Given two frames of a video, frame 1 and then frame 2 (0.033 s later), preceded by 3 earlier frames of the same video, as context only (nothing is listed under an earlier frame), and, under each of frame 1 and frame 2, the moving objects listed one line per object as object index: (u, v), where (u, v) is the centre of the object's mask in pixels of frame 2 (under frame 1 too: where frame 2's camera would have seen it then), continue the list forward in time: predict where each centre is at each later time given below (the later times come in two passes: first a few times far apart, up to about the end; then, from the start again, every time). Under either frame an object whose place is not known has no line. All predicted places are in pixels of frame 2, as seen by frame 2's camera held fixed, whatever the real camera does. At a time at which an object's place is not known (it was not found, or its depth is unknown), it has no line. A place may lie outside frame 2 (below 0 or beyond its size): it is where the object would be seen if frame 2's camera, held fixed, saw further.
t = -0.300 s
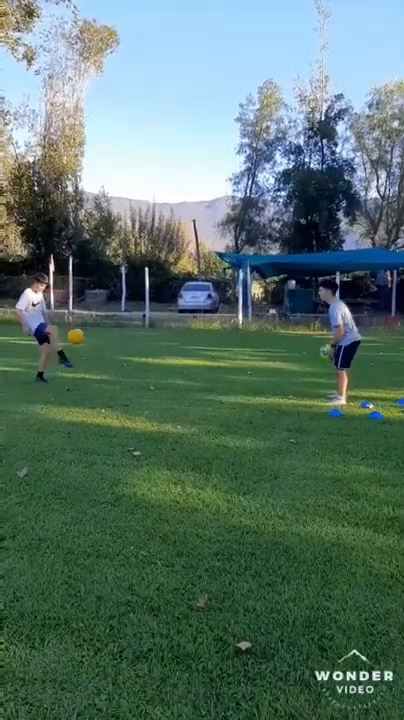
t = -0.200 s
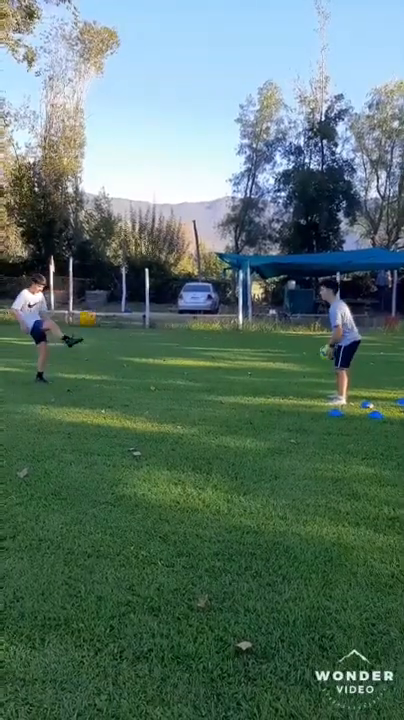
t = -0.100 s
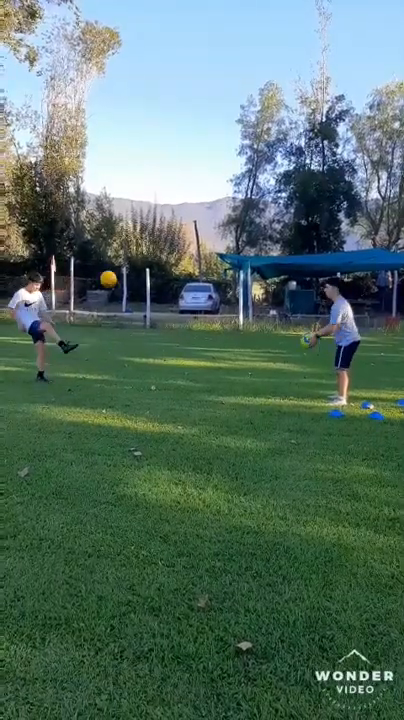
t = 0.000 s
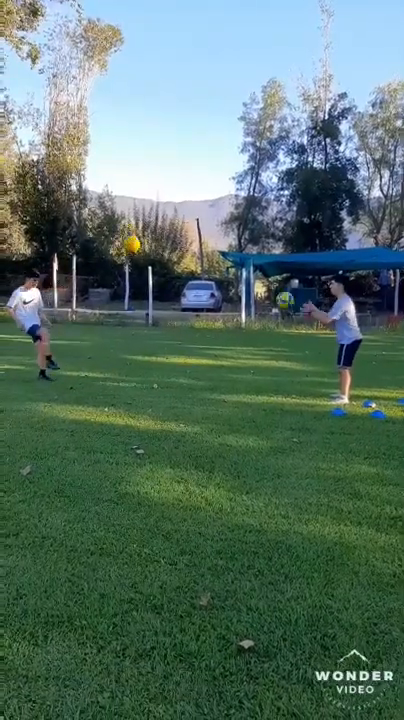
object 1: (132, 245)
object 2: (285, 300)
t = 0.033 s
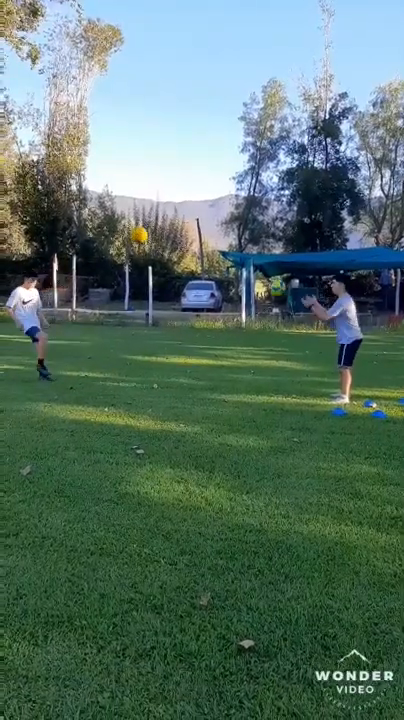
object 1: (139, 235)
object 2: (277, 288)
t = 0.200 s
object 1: (174, 197)
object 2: (235, 241)
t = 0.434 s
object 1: (227, 180)
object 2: (177, 212)
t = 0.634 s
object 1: (271, 202)
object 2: (130, 221)
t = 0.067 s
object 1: (146, 226)
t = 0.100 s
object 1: (152, 217)
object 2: (260, 265)
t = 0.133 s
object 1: (160, 210)
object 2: (250, 257)
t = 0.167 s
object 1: (167, 203)
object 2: (243, 248)
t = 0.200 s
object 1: (174, 197)
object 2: (235, 241)
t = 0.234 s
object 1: (182, 192)
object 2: (226, 233)
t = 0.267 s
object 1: (189, 188)
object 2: (217, 227)
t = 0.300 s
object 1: (197, 185)
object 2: (210, 223)
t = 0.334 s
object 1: (204, 182)
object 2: (201, 219)
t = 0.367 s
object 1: (212, 181)
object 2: (192, 215)
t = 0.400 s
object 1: (219, 180)
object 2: (184, 213)
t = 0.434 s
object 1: (227, 180)
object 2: (177, 212)
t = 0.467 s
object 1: (234, 182)
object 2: (169, 211)
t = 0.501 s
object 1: (242, 185)
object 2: (161, 212)
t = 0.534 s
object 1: (250, 187)
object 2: (154, 213)
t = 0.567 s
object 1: (256, 192)
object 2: (146, 215)
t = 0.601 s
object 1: (264, 196)
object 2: (138, 219)
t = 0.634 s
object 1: (271, 202)
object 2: (130, 221)
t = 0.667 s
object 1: (279, 208)
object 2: (125, 226)
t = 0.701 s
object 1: (286, 216)
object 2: (115, 232)
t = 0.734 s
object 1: (292, 224)
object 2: (108, 238)
